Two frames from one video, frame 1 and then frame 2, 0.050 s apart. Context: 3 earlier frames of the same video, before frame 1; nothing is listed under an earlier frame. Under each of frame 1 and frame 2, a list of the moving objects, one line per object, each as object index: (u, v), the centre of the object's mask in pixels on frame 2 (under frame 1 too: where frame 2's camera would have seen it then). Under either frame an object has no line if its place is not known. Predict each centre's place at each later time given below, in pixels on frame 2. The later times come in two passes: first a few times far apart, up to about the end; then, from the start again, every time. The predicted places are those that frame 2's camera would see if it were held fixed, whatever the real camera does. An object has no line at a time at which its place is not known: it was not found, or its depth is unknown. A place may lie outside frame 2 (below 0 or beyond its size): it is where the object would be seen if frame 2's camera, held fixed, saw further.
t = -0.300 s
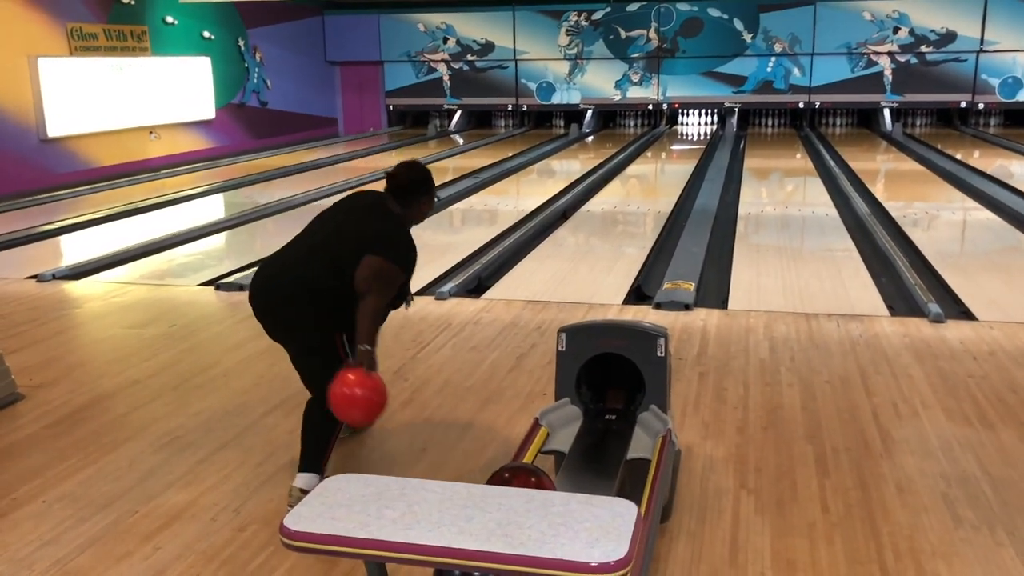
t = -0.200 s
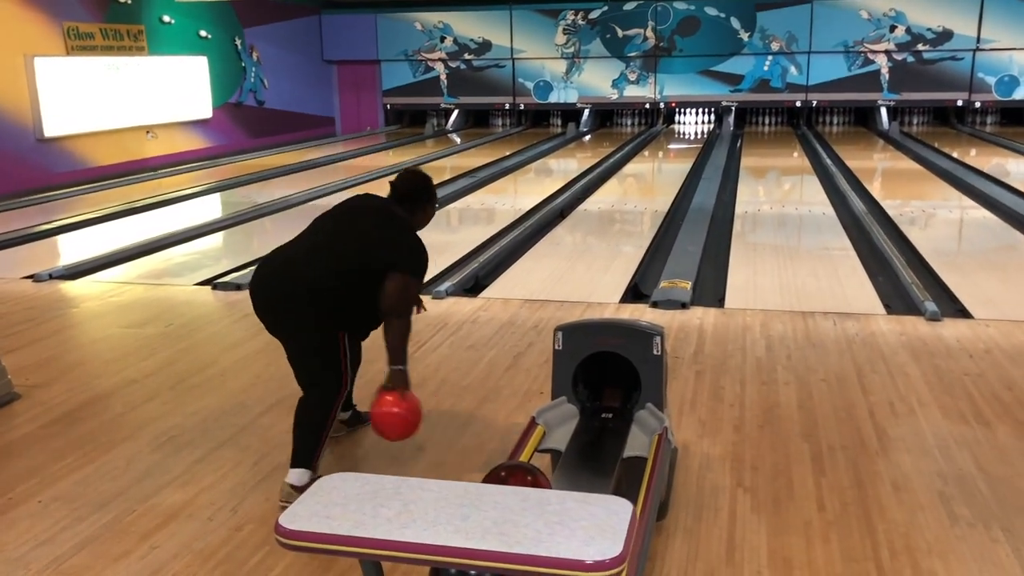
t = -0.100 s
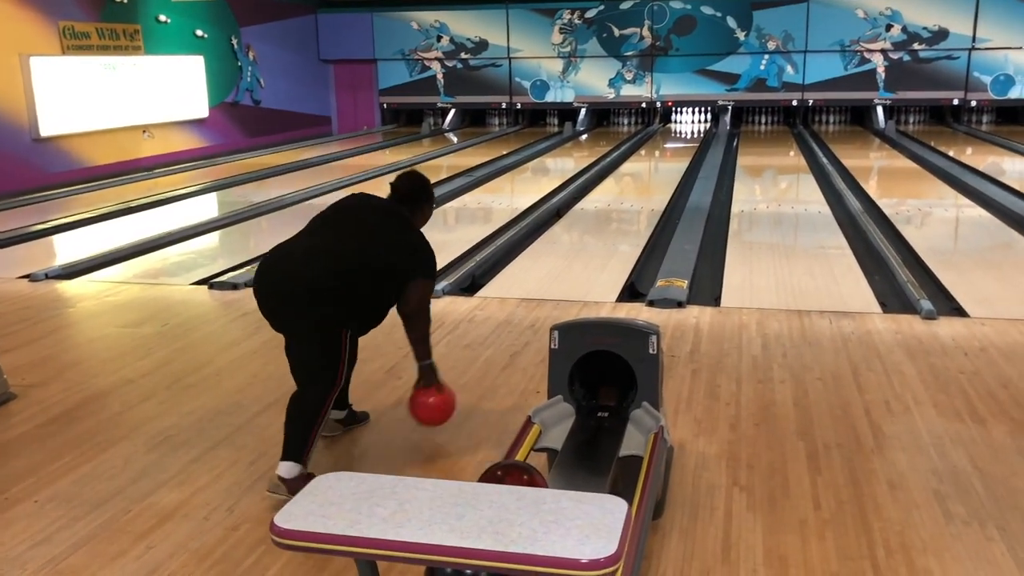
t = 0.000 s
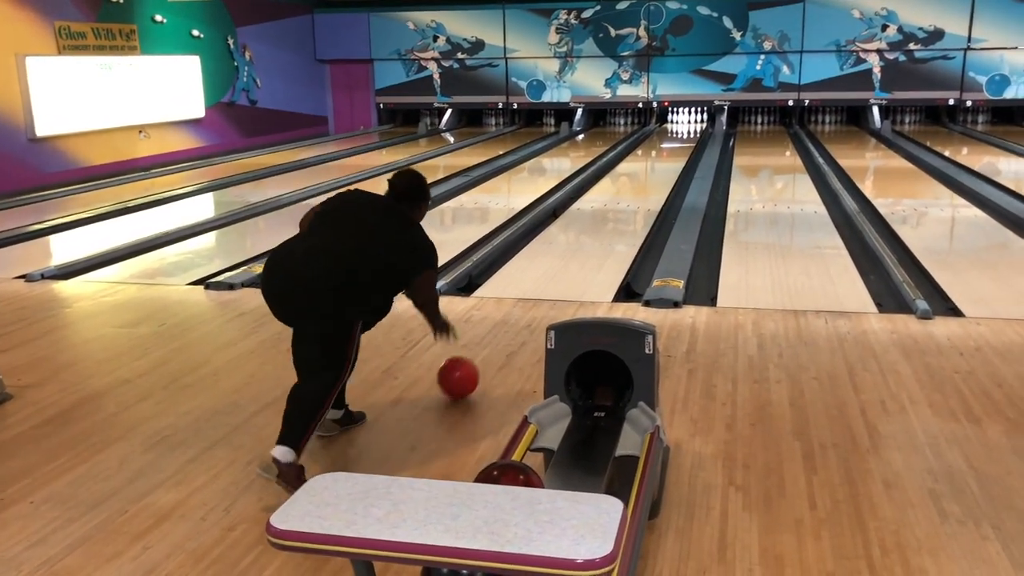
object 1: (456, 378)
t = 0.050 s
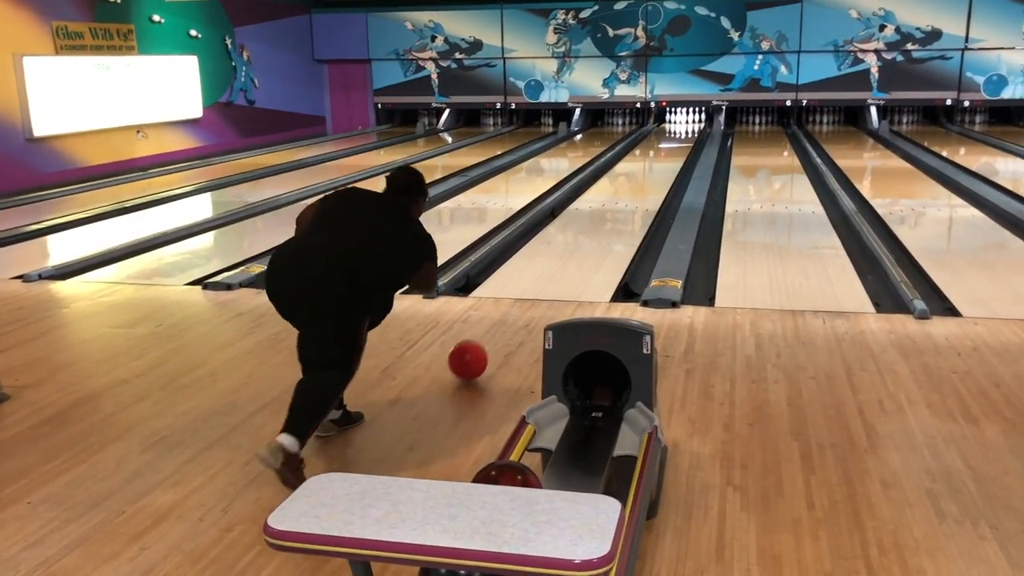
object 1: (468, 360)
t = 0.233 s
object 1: (501, 316)
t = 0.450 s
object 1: (528, 276)
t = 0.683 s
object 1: (549, 248)
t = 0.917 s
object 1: (565, 226)
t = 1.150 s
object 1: (578, 208)
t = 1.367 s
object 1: (587, 195)
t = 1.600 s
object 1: (595, 183)
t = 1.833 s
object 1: (602, 173)
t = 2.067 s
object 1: (611, 165)
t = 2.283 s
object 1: (620, 159)
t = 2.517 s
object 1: (629, 153)
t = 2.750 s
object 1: (635, 148)
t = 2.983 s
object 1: (640, 143)
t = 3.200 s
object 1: (645, 140)
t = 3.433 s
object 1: (649, 136)
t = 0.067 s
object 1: (471, 355)
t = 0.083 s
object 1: (475, 352)
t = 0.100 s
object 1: (478, 348)
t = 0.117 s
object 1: (482, 343)
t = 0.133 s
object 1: (485, 339)
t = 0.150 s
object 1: (488, 334)
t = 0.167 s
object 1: (491, 330)
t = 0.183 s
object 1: (494, 326)
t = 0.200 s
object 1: (497, 322)
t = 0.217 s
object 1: (499, 319)
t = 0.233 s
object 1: (501, 316)
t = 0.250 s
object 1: (504, 312)
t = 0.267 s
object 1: (506, 309)
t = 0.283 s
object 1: (509, 306)
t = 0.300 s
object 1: (511, 302)
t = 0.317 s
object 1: (513, 299)
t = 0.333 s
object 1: (515, 296)
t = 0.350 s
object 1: (518, 294)
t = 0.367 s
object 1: (520, 291)
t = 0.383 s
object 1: (521, 288)
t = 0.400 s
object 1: (523, 285)
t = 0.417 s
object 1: (525, 282)
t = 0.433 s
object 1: (527, 278)
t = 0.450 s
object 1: (528, 276)
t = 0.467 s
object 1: (530, 273)
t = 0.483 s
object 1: (532, 271)
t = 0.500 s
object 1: (533, 270)
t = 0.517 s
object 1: (535, 268)
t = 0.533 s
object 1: (537, 266)
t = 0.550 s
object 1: (538, 263)
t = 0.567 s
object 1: (540, 262)
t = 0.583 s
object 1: (541, 259)
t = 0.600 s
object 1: (543, 257)
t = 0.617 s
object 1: (544, 255)
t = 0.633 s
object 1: (545, 254)
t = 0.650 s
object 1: (547, 252)
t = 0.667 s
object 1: (548, 250)
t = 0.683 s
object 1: (549, 248)
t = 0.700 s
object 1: (551, 246)
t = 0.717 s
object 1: (552, 244)
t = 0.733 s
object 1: (553, 243)
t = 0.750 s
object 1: (554, 241)
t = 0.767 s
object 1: (555, 239)
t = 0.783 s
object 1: (556, 238)
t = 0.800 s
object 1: (558, 236)
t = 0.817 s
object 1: (558, 235)
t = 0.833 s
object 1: (560, 233)
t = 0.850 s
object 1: (561, 231)
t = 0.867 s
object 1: (562, 230)
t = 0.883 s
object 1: (563, 228)
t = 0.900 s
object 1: (564, 227)
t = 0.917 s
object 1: (565, 226)
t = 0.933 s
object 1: (566, 224)
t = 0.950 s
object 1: (567, 223)
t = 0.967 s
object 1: (568, 222)
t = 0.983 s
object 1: (569, 220)
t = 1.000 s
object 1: (570, 219)
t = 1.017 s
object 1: (571, 218)
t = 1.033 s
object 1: (572, 216)
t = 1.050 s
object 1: (573, 215)
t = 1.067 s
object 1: (573, 214)
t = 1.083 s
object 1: (574, 213)
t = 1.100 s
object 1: (575, 212)
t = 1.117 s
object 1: (576, 211)
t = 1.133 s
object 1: (576, 209)
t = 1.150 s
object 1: (578, 208)
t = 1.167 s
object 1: (578, 207)
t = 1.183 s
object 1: (579, 206)
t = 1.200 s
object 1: (580, 205)
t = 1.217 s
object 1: (581, 204)
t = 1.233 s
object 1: (581, 203)
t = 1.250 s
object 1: (582, 201)
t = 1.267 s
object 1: (583, 200)
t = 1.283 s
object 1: (584, 199)
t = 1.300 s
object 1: (584, 198)
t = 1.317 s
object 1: (585, 197)
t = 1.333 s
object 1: (586, 196)
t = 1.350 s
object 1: (587, 195)
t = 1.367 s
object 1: (587, 195)
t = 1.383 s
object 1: (588, 193)
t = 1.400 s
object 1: (588, 192)
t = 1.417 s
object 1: (589, 192)
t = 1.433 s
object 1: (590, 191)
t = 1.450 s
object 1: (590, 190)
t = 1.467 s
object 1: (591, 189)
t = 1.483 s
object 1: (591, 188)
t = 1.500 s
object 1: (592, 187)
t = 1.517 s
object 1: (592, 186)
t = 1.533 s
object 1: (592, 186)
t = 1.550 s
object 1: (593, 185)
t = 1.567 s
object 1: (594, 184)
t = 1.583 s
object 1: (594, 183)
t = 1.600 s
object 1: (595, 183)
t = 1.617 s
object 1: (596, 182)
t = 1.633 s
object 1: (596, 181)
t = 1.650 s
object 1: (596, 180)
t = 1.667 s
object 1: (597, 180)
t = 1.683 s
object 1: (597, 179)
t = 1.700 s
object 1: (598, 178)
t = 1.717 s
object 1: (598, 178)
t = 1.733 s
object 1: (599, 177)
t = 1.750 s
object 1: (600, 176)
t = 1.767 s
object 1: (600, 175)
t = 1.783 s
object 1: (600, 175)
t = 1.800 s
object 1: (601, 174)
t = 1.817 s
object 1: (601, 173)
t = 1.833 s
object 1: (602, 173)
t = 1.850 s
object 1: (602, 172)
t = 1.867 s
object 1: (602, 171)
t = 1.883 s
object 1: (603, 171)
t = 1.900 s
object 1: (603, 170)
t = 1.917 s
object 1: (604, 170)
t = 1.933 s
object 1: (605, 169)
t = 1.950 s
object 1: (606, 168)
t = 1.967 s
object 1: (607, 168)
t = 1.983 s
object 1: (607, 167)
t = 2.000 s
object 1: (608, 167)
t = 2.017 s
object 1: (609, 166)
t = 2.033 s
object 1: (610, 166)
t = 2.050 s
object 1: (610, 166)
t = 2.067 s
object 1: (611, 165)
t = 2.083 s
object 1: (612, 164)
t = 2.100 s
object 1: (612, 164)
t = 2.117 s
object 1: (613, 163)
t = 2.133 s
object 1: (613, 163)
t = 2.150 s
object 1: (614, 163)
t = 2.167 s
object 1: (615, 162)
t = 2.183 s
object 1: (616, 162)
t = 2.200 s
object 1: (617, 161)
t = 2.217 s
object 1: (617, 161)
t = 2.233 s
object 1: (618, 160)
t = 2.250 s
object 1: (619, 160)
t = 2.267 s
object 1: (619, 159)
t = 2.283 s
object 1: (620, 159)
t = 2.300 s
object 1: (621, 158)
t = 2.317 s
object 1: (622, 158)
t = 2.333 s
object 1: (622, 158)
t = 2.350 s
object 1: (623, 157)
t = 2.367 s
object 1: (623, 157)
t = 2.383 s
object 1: (624, 156)
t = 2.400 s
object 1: (625, 156)
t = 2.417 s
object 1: (625, 155)
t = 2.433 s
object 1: (626, 155)
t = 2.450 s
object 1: (626, 155)
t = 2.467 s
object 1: (627, 154)
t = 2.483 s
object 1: (627, 154)
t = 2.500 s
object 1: (628, 153)
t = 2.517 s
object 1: (629, 153)
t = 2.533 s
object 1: (629, 153)
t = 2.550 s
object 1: (629, 152)
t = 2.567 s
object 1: (630, 152)
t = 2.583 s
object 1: (630, 152)
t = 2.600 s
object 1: (631, 151)
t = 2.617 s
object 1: (631, 151)
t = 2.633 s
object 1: (632, 151)
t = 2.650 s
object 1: (632, 150)
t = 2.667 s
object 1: (633, 150)
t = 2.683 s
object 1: (633, 150)
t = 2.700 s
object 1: (634, 149)
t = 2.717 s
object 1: (634, 149)
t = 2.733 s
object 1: (635, 148)
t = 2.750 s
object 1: (635, 148)
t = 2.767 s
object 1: (635, 148)
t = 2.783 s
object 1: (636, 147)
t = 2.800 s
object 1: (636, 147)
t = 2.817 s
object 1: (636, 147)
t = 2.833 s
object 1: (637, 146)
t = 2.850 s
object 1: (637, 146)
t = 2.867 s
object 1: (638, 146)
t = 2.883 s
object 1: (638, 146)
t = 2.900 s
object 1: (639, 145)
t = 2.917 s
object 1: (639, 145)
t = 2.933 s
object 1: (639, 145)
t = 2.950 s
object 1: (639, 144)
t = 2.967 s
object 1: (640, 144)
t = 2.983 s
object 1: (640, 143)
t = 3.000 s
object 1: (641, 143)
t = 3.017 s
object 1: (641, 143)
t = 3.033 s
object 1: (642, 143)
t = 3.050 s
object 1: (642, 142)
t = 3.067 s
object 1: (642, 142)
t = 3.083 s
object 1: (643, 142)
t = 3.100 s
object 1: (643, 141)
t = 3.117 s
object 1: (643, 141)
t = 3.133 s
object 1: (644, 141)
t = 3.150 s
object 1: (644, 141)
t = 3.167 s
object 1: (644, 141)
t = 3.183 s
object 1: (645, 140)
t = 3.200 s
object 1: (645, 140)
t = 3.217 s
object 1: (645, 140)
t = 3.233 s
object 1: (646, 139)
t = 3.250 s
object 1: (646, 139)
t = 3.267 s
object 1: (646, 139)
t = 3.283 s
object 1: (646, 138)
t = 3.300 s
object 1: (646, 138)
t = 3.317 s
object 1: (647, 138)
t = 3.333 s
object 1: (647, 138)
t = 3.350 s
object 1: (647, 138)
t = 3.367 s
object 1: (648, 138)
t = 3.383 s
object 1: (648, 137)
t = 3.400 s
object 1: (648, 137)
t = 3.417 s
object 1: (649, 137)
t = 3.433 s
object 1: (649, 136)
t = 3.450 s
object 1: (649, 136)
